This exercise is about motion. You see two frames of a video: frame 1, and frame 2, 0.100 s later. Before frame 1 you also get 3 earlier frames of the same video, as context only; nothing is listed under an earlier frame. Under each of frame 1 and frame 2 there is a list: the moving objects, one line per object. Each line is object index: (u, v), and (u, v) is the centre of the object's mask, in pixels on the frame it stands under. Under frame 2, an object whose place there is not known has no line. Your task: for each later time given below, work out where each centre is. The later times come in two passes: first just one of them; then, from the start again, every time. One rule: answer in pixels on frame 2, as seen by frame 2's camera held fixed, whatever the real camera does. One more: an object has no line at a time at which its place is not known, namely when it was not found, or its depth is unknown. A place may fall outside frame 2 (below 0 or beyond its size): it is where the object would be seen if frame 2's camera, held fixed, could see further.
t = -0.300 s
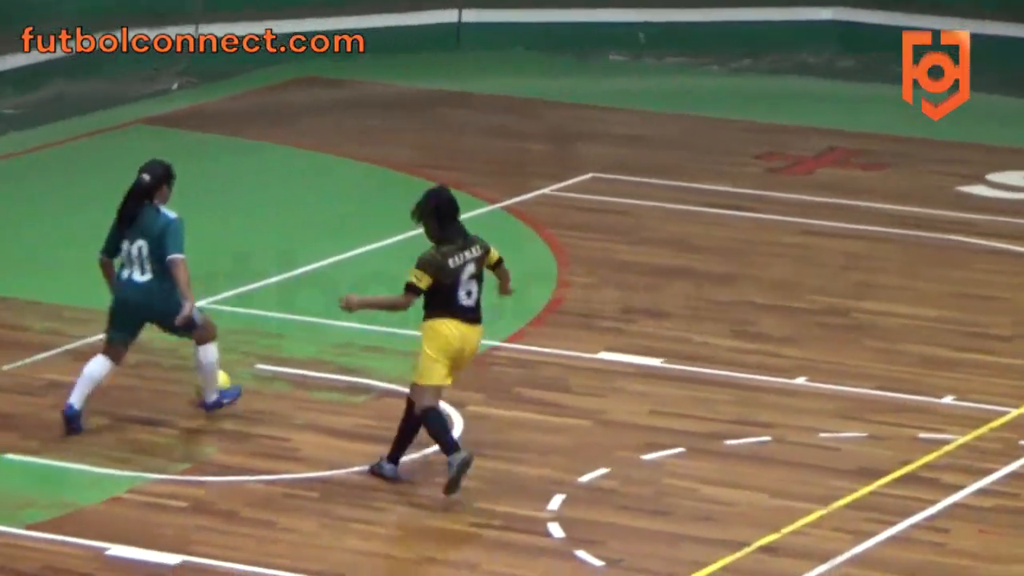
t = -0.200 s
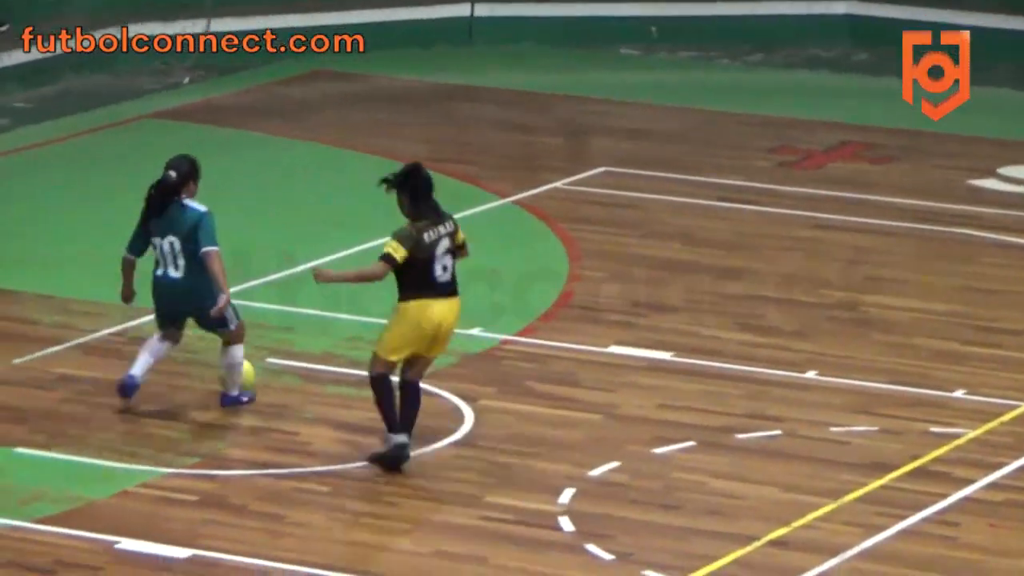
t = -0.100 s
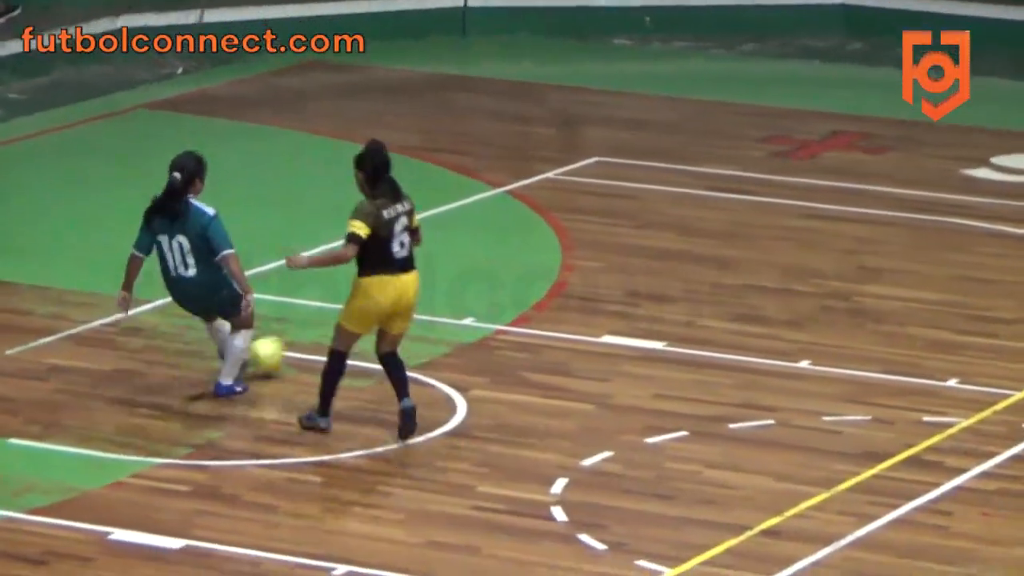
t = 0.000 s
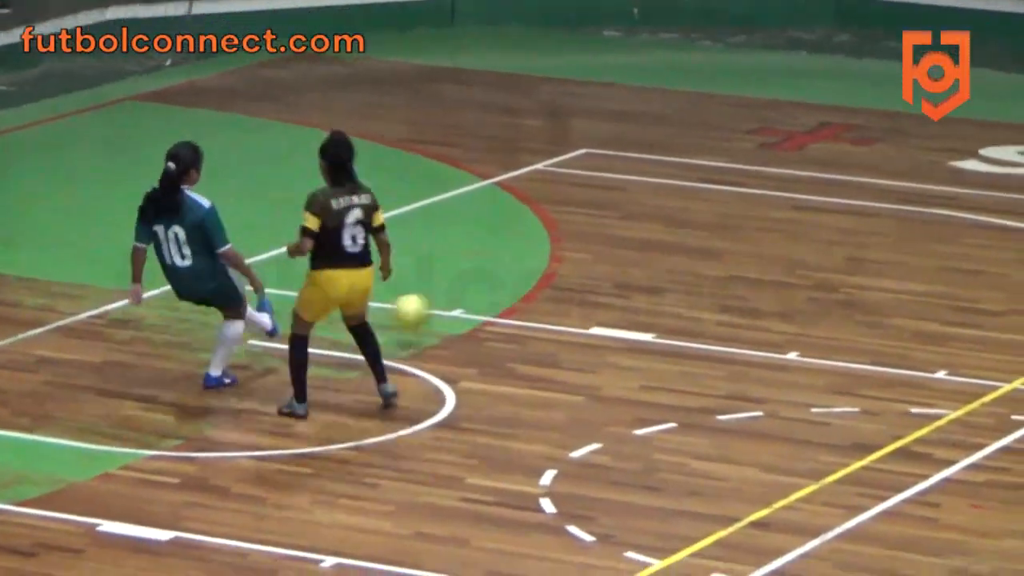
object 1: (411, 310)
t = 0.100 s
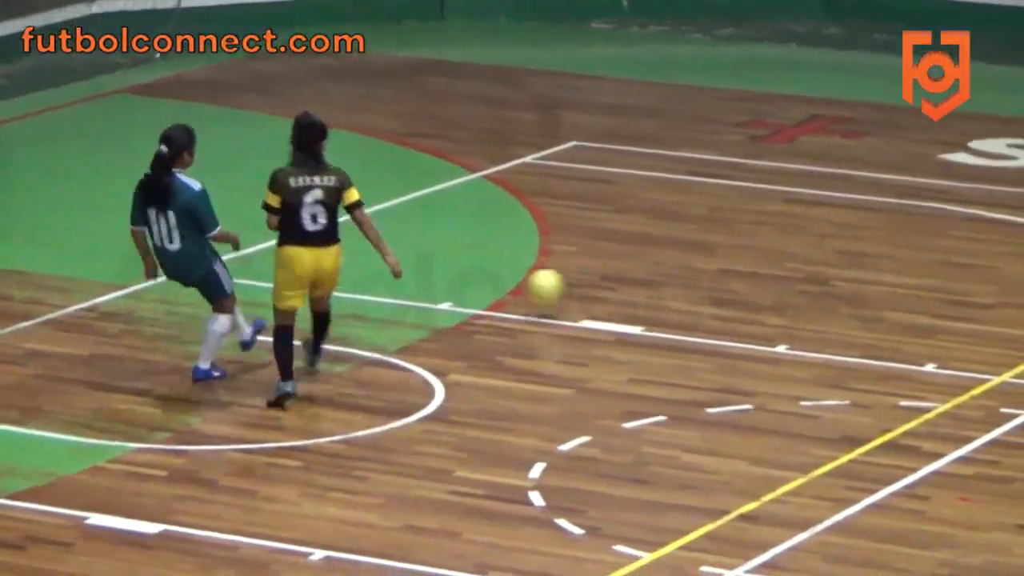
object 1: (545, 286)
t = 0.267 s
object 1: (759, 263)
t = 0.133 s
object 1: (593, 283)
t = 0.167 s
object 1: (639, 283)
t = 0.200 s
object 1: (681, 280)
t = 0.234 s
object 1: (721, 271)
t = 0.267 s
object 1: (759, 263)
